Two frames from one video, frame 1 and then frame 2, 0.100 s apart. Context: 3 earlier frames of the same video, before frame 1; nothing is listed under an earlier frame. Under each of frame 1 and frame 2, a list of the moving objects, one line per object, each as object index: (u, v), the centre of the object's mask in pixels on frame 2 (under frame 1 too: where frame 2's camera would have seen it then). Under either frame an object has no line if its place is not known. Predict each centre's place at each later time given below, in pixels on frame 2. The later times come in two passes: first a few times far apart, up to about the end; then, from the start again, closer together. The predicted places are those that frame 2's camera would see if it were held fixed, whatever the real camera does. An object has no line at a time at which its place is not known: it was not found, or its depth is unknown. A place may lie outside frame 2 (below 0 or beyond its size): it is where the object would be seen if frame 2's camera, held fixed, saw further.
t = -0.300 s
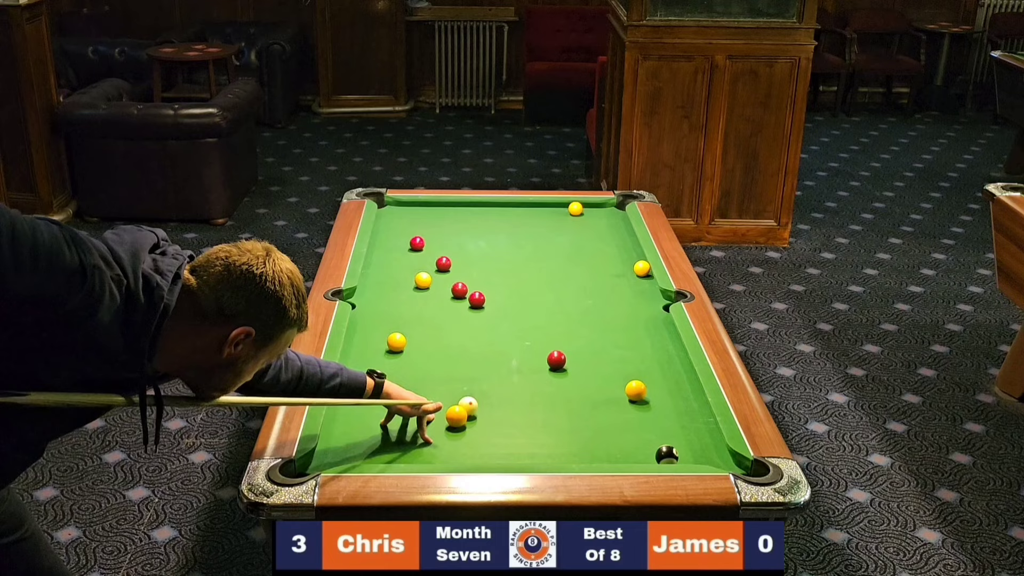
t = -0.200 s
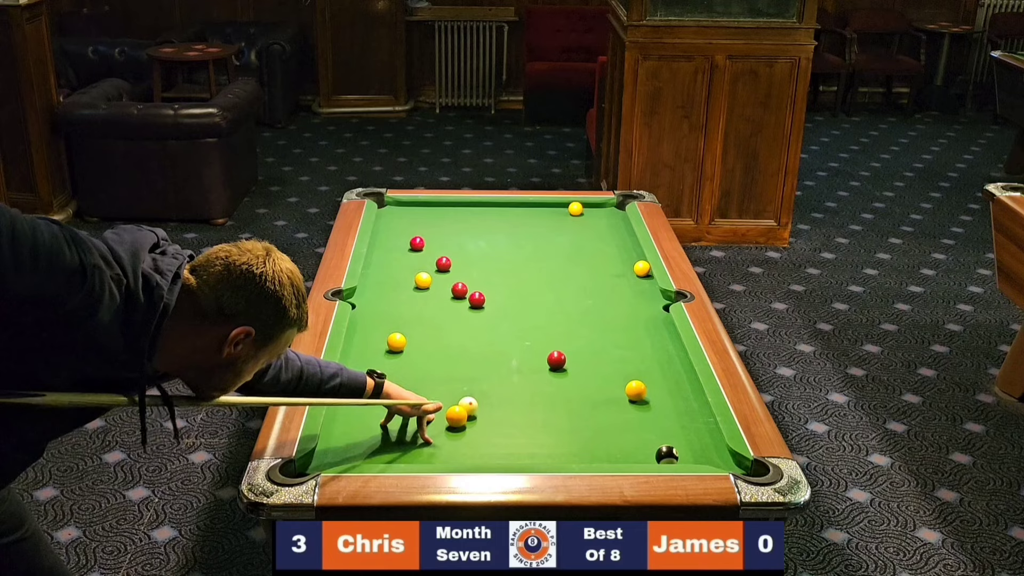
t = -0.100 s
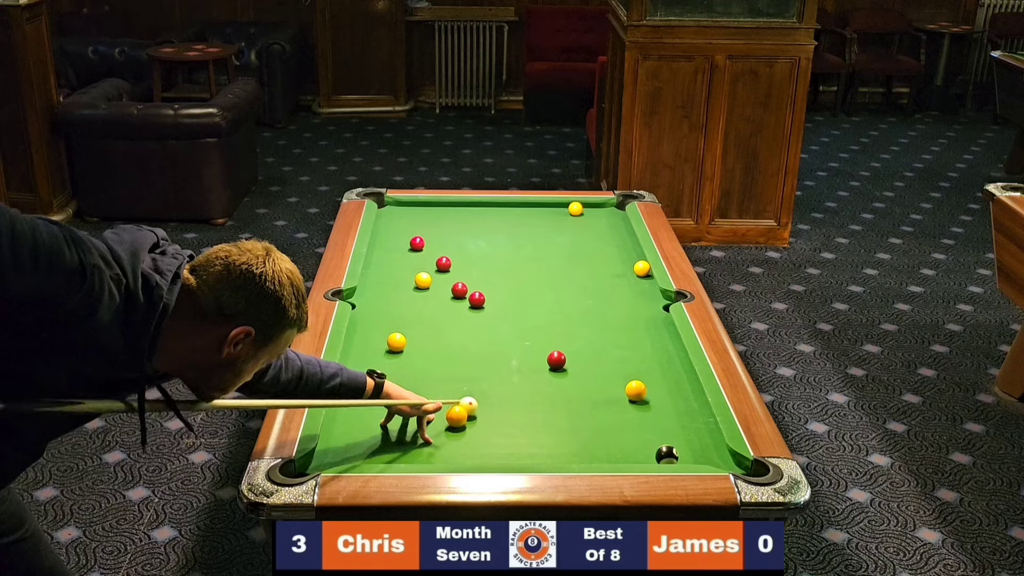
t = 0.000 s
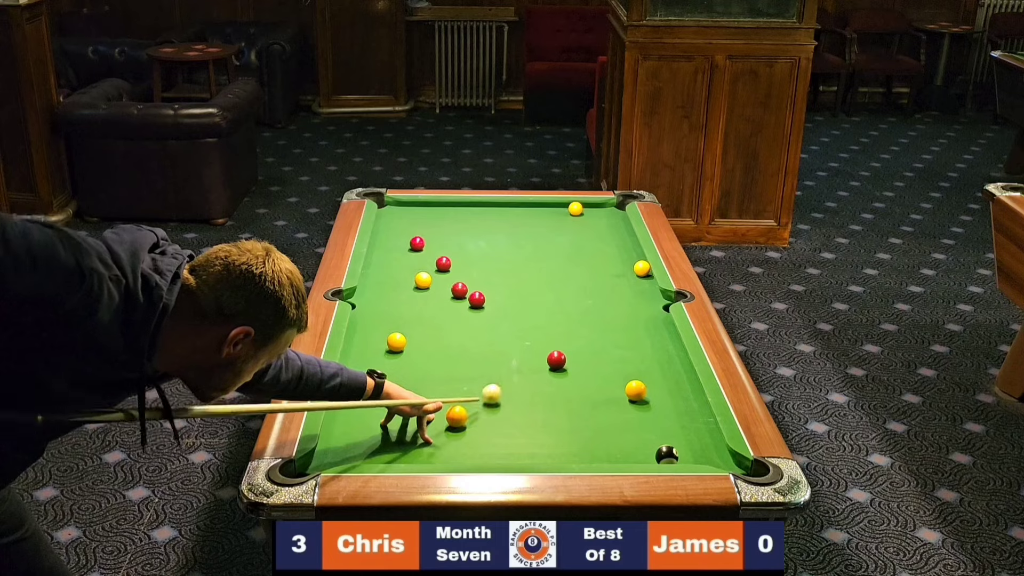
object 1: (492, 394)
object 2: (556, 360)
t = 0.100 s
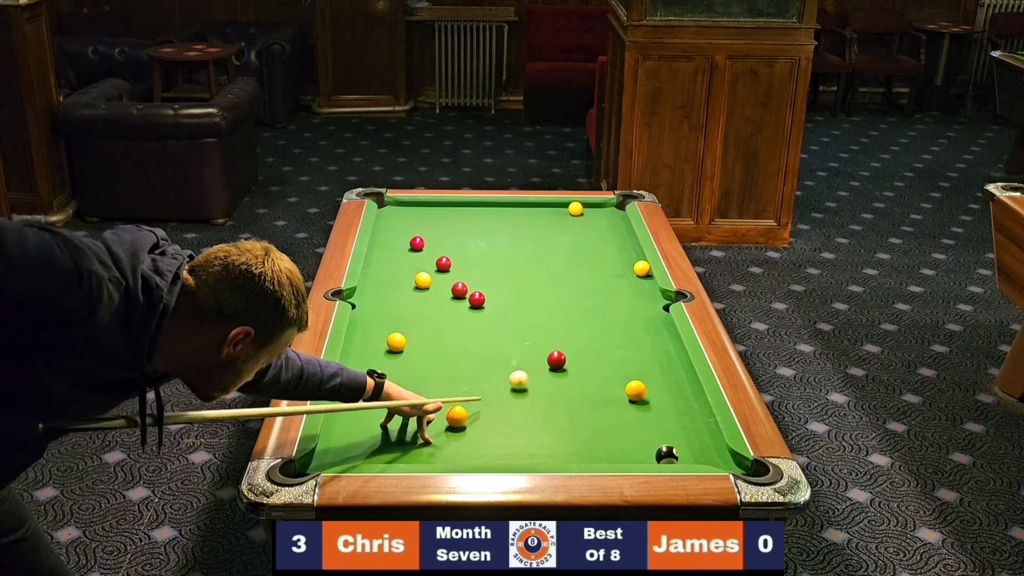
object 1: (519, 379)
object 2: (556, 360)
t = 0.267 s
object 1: (544, 366)
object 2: (569, 354)
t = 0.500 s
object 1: (552, 361)
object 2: (599, 338)
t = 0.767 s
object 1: (560, 356)
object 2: (630, 321)
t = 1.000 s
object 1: (565, 353)
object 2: (654, 309)
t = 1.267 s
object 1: (570, 350)
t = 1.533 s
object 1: (573, 347)
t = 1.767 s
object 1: (574, 346)
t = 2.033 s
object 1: (574, 346)
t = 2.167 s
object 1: (576, 346)
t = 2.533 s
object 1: (574, 346)
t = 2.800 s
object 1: (574, 346)
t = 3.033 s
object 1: (574, 346)
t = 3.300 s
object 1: (574, 346)
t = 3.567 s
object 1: (574, 346)
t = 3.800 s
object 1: (574, 346)
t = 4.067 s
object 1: (574, 346)
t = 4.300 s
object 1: (574, 346)
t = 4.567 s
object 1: (574, 346)
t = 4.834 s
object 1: (574, 346)
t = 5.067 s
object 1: (574, 346)
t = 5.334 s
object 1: (574, 346)
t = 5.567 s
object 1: (574, 346)
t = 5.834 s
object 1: (574, 346)
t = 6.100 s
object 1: (574, 346)
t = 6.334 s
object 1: (574, 346)
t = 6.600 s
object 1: (574, 346)
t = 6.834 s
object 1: (574, 346)
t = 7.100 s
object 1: (574, 346)
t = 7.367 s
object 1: (574, 346)
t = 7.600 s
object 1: (574, 346)
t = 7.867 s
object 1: (574, 346)
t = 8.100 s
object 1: (574, 346)
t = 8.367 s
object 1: (574, 346)
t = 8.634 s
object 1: (574, 346)
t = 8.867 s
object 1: (574, 346)
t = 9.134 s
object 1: (574, 346)
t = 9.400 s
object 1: (574, 346)
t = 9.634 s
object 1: (574, 346)
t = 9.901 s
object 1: (574, 346)
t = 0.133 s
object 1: (527, 375)
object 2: (556, 360)
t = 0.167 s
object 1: (536, 371)
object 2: (557, 360)
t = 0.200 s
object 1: (544, 366)
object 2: (558, 359)
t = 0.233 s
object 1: (544, 366)
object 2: (563, 357)
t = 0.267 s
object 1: (544, 366)
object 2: (569, 354)
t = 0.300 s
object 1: (545, 365)
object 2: (574, 351)
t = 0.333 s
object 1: (547, 365)
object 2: (578, 349)
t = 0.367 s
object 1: (548, 364)
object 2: (583, 346)
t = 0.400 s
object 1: (549, 363)
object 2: (587, 344)
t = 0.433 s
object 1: (550, 363)
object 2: (591, 342)
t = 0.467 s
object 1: (551, 362)
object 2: (595, 340)
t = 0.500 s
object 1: (552, 361)
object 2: (599, 338)
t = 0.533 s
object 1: (554, 361)
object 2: (604, 336)
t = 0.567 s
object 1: (554, 360)
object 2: (608, 333)
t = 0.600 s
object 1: (555, 359)
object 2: (612, 331)
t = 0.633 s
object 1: (556, 358)
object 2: (615, 329)
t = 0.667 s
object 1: (557, 358)
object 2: (619, 327)
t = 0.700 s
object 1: (558, 357)
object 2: (623, 325)
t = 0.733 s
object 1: (559, 357)
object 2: (627, 323)
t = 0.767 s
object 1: (560, 356)
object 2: (630, 321)
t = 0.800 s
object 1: (561, 356)
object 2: (634, 320)
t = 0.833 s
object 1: (562, 355)
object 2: (637, 318)
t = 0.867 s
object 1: (563, 355)
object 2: (641, 316)
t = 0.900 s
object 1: (564, 354)
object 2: (645, 314)
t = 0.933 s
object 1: (564, 354)
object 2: (648, 312)
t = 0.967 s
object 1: (565, 353)
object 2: (651, 311)
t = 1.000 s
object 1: (565, 353)
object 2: (654, 309)
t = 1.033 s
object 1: (566, 352)
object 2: (657, 307)
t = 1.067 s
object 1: (567, 352)
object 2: (661, 305)
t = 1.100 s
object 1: (567, 351)
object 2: (663, 303)
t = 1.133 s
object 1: (568, 351)
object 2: (666, 301)
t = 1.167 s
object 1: (568, 351)
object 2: (668, 302)
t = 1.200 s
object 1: (569, 350)
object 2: (669, 305)
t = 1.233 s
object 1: (569, 350)
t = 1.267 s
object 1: (570, 350)
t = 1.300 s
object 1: (570, 349)
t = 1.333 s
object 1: (570, 349)
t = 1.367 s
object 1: (571, 349)
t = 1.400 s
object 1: (571, 348)
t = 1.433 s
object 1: (572, 348)
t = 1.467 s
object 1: (572, 348)
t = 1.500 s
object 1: (572, 348)
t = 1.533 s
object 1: (573, 347)
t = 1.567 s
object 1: (573, 347)
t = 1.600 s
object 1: (573, 347)
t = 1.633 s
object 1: (573, 347)
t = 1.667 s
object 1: (573, 347)
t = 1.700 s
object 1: (574, 346)
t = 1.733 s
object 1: (574, 346)
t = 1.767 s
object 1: (574, 346)
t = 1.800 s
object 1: (574, 346)
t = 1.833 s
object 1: (574, 346)
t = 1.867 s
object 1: (574, 346)
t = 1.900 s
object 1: (574, 346)
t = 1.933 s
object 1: (574, 346)
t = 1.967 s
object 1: (574, 346)
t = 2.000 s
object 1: (574, 346)
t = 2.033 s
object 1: (574, 346)
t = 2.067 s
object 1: (574, 346)
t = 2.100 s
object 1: (574, 346)
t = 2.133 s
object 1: (574, 346)
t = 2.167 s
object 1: (576, 346)
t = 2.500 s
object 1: (571, 345)
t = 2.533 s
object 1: (574, 346)
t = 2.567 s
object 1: (574, 346)
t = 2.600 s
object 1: (574, 346)
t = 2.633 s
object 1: (574, 346)
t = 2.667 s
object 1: (574, 346)
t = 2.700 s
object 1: (574, 346)
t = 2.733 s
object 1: (574, 346)
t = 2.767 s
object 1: (574, 346)
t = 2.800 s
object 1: (574, 346)
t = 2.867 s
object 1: (574, 346)
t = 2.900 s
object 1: (574, 346)
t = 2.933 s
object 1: (574, 346)
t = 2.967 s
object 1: (574, 346)
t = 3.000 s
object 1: (574, 347)
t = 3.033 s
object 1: (574, 346)
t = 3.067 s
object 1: (574, 347)
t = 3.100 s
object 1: (574, 346)
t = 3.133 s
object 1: (574, 346)
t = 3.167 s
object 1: (574, 346)
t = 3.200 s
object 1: (574, 346)
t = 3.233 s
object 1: (574, 346)
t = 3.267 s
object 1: (574, 346)
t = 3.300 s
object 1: (574, 346)
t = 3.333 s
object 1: (574, 346)
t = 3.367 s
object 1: (574, 346)
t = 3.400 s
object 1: (574, 346)
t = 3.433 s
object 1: (574, 346)
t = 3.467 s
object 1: (574, 346)
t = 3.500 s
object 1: (574, 346)
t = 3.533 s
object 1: (574, 346)
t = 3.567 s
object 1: (574, 346)
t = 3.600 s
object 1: (574, 346)
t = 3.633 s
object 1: (574, 346)
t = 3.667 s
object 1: (574, 346)
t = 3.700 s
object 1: (574, 346)
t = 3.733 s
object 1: (574, 346)
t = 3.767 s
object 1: (574, 346)
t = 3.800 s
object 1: (574, 346)
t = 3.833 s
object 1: (574, 346)
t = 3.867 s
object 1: (574, 346)
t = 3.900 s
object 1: (574, 346)
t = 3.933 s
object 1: (574, 346)
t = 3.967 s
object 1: (574, 346)
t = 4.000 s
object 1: (574, 346)
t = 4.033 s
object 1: (574, 346)
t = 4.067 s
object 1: (574, 346)
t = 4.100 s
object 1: (574, 346)
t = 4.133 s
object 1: (574, 346)
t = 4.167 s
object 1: (574, 346)
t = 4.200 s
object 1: (574, 346)
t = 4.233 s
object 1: (574, 346)
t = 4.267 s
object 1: (574, 346)
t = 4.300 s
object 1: (574, 346)
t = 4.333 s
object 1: (574, 346)
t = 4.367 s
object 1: (574, 346)
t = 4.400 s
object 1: (574, 346)
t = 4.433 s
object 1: (574, 346)
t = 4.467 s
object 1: (574, 346)
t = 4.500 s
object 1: (574, 346)
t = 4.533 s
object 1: (574, 346)
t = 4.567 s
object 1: (574, 346)
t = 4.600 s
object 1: (574, 346)
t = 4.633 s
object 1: (574, 346)
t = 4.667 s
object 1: (574, 346)
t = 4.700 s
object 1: (574, 346)
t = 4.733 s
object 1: (574, 346)
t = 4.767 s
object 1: (574, 346)
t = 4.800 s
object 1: (574, 346)
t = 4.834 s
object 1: (574, 346)
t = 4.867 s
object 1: (574, 346)
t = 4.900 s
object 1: (574, 346)
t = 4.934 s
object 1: (574, 346)
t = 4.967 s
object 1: (574, 346)
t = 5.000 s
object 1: (574, 346)
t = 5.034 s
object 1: (574, 346)
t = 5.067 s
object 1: (574, 346)
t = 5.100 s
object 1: (574, 346)
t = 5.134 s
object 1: (574, 346)
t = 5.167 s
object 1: (574, 346)
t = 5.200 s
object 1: (574, 346)
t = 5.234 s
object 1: (574, 346)
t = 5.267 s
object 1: (574, 346)
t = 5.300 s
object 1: (574, 346)
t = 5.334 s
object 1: (574, 346)
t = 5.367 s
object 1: (574, 346)
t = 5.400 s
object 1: (574, 346)
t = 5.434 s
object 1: (574, 346)
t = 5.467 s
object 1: (574, 346)
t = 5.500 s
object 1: (574, 346)
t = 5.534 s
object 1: (574, 346)
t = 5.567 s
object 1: (574, 346)
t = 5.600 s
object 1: (574, 346)
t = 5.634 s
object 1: (574, 346)
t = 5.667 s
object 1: (574, 346)
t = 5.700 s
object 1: (574, 346)
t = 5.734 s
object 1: (574, 346)
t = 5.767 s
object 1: (574, 346)
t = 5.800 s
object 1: (574, 346)
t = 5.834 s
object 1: (574, 346)
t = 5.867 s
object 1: (574, 346)
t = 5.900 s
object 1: (574, 346)
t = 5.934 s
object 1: (574, 346)
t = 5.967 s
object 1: (574, 346)
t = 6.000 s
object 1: (574, 346)
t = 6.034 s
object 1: (574, 346)
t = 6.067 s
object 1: (574, 346)
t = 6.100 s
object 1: (574, 346)
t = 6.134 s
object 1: (574, 346)
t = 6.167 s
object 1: (574, 346)
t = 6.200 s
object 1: (574, 346)
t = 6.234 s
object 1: (574, 346)
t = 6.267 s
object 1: (574, 346)
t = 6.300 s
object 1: (574, 346)
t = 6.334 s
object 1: (574, 346)
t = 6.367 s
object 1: (574, 346)
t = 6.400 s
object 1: (574, 346)
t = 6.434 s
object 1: (574, 346)
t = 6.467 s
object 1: (574, 346)
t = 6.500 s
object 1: (574, 346)
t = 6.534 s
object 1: (574, 346)
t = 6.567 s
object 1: (574, 346)
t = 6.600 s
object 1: (574, 346)
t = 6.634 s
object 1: (574, 346)
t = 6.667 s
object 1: (574, 346)
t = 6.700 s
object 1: (574, 346)
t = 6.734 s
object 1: (574, 346)
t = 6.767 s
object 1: (574, 346)
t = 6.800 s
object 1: (574, 346)
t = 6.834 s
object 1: (574, 346)
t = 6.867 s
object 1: (574, 346)
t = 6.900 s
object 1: (574, 346)
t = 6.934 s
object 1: (574, 346)
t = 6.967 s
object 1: (574, 346)
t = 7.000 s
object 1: (574, 346)
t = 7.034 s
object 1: (574, 346)
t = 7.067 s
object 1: (574, 346)
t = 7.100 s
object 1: (574, 346)
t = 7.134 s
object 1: (574, 346)
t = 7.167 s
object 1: (574, 346)
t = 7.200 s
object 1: (574, 346)
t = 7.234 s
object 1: (574, 346)
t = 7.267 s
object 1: (574, 346)
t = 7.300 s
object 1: (574, 346)
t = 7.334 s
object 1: (574, 346)
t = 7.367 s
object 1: (574, 346)
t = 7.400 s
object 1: (574, 346)
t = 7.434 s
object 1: (574, 346)
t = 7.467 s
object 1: (574, 346)
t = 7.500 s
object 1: (574, 346)
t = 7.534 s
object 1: (574, 346)
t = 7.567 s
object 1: (574, 346)
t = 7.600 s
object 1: (574, 346)
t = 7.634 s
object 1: (574, 346)
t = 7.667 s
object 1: (574, 346)
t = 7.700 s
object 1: (574, 346)
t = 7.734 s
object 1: (574, 346)
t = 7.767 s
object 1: (574, 346)
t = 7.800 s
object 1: (574, 346)
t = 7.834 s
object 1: (574, 346)
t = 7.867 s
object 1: (574, 346)
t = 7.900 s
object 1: (574, 346)
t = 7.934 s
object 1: (574, 346)
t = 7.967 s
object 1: (574, 346)
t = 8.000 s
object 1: (574, 346)
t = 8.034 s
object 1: (574, 346)
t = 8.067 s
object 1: (574, 346)
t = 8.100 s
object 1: (574, 346)
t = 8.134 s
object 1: (574, 346)
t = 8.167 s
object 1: (574, 346)
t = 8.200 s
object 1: (574, 346)
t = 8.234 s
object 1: (574, 346)
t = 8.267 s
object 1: (574, 346)
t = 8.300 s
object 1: (574, 346)
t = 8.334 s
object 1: (574, 346)
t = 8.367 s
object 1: (574, 346)
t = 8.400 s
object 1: (574, 346)
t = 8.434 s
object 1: (574, 346)
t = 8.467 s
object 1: (574, 346)
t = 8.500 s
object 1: (574, 346)
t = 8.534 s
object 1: (574, 346)
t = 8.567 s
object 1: (574, 346)
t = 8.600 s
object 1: (574, 346)
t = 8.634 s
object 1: (574, 346)
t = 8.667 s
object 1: (574, 346)
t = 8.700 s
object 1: (574, 346)
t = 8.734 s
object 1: (574, 346)
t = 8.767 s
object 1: (574, 346)
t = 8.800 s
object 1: (574, 346)
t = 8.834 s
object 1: (574, 346)
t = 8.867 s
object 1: (574, 346)
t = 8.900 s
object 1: (574, 346)
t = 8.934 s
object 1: (574, 346)
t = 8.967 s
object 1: (574, 346)
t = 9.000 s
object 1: (574, 346)
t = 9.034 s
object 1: (574, 346)
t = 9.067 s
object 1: (574, 346)
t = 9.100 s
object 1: (574, 346)
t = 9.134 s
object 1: (574, 346)
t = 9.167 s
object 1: (574, 346)
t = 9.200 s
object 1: (574, 346)
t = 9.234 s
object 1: (574, 346)
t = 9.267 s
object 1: (574, 346)
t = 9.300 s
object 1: (574, 346)
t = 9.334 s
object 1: (574, 346)
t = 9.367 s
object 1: (574, 346)
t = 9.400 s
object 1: (574, 346)
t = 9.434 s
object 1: (574, 346)
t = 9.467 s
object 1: (574, 346)
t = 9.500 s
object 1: (574, 346)
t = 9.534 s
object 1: (574, 346)
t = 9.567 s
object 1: (574, 346)
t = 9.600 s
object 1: (574, 346)
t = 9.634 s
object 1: (574, 346)
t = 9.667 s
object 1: (574, 346)
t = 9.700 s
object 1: (574, 346)
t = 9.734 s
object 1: (574, 346)
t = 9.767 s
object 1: (574, 346)
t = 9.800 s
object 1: (574, 346)
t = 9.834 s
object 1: (574, 346)
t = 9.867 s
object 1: (574, 346)
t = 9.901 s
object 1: (574, 346)
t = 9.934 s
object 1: (574, 346)
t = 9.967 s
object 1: (574, 346)
